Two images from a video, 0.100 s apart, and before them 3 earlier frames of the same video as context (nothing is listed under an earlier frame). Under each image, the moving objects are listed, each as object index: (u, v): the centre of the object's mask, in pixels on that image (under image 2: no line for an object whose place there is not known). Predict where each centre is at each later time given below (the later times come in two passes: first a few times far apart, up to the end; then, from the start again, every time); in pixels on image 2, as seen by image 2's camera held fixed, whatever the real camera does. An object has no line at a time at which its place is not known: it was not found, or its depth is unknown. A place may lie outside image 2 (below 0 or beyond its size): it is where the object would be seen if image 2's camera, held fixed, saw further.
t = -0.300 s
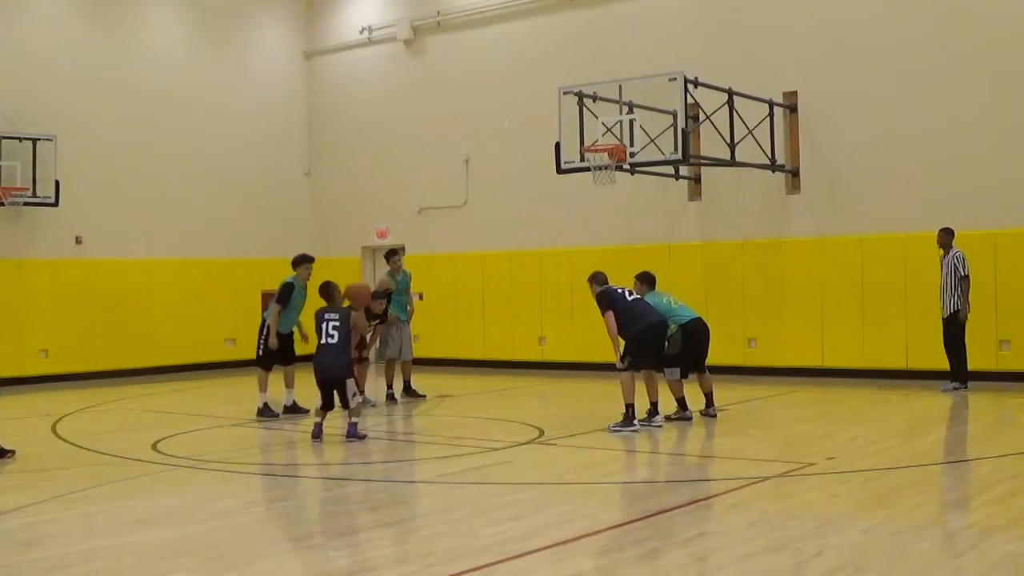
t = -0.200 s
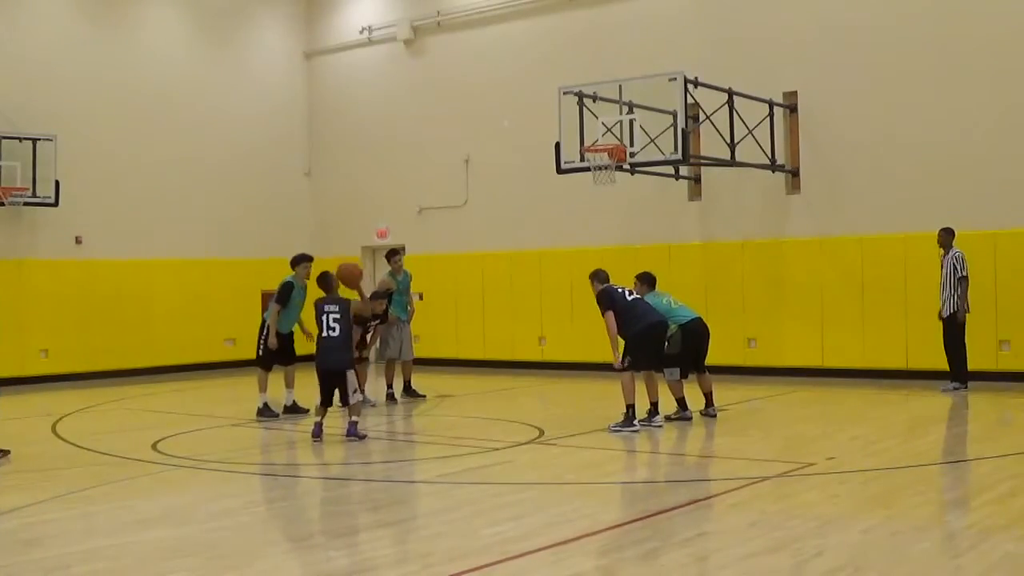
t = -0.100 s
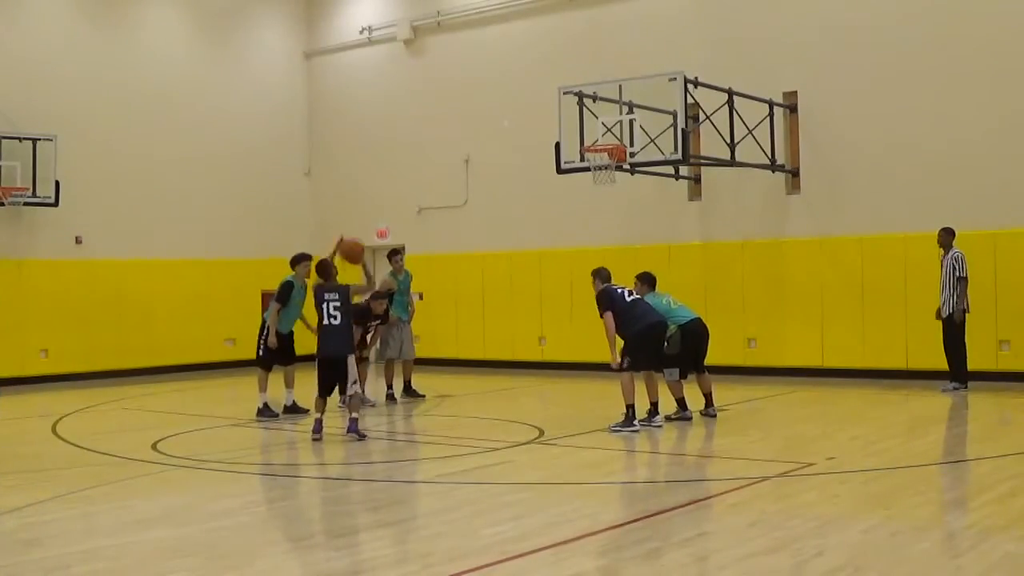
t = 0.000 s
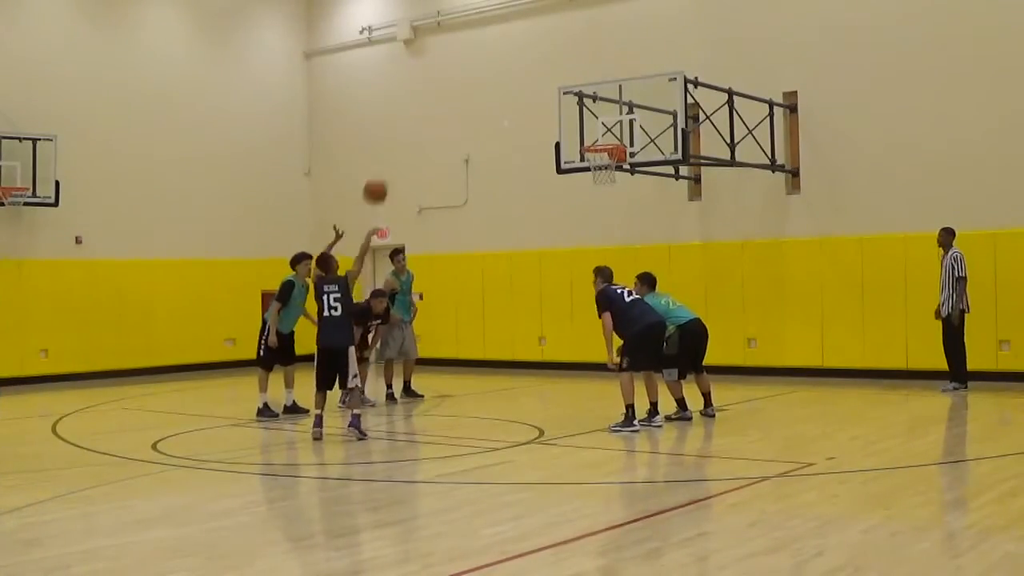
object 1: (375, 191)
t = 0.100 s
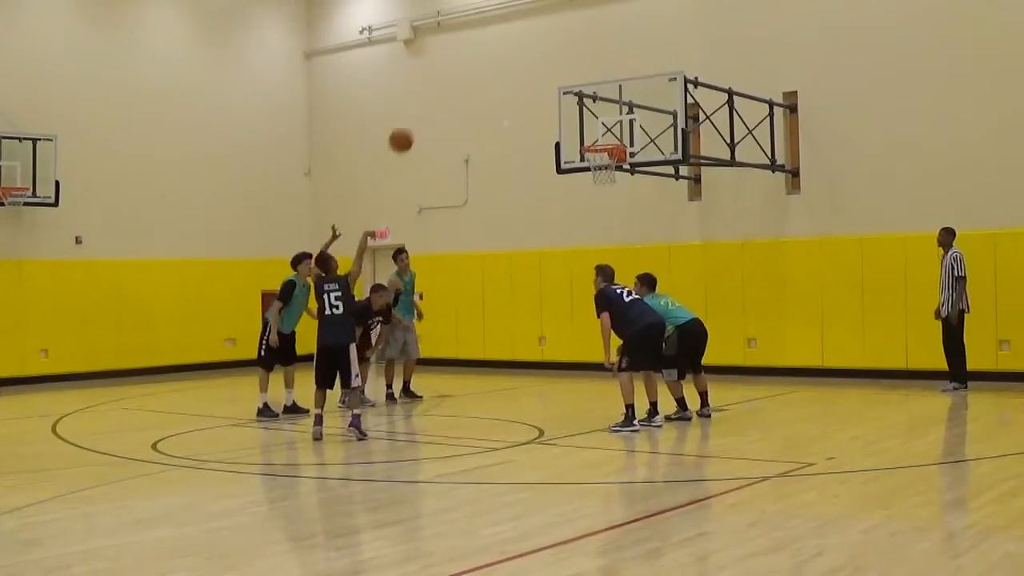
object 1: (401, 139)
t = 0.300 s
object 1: (448, 75)
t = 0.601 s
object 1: (509, 55)
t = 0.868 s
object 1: (557, 100)
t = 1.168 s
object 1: (566, 123)
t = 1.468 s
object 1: (544, 142)
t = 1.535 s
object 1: (539, 155)
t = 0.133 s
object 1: (409, 126)
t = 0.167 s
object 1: (417, 113)
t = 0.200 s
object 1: (425, 101)
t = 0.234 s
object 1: (433, 91)
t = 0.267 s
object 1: (441, 82)
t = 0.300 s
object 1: (448, 75)
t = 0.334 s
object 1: (455, 68)
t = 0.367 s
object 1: (462, 63)
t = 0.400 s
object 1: (469, 59)
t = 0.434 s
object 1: (476, 56)
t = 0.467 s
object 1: (483, 54)
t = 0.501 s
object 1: (490, 52)
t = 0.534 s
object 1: (496, 52)
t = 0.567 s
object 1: (503, 53)
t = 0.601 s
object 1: (509, 55)
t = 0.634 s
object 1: (516, 58)
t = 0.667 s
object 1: (522, 61)
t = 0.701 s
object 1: (528, 66)
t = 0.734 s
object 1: (534, 71)
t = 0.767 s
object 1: (540, 77)
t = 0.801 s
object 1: (545, 84)
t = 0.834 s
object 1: (551, 92)
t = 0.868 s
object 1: (557, 100)
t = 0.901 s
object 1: (562, 110)
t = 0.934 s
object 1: (568, 120)
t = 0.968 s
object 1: (574, 130)
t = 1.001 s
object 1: (578, 141)
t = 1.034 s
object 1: (576, 136)
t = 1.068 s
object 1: (573, 131)
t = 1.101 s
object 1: (571, 128)
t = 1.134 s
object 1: (568, 124)
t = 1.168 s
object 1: (566, 123)
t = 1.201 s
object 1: (563, 122)
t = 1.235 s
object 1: (561, 121)
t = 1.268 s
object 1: (558, 122)
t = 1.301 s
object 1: (556, 123)
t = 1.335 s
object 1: (553, 125)
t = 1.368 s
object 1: (551, 128)
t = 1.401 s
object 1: (548, 132)
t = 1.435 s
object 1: (546, 137)
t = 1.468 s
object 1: (544, 142)
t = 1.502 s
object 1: (542, 148)
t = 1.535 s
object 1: (539, 155)
